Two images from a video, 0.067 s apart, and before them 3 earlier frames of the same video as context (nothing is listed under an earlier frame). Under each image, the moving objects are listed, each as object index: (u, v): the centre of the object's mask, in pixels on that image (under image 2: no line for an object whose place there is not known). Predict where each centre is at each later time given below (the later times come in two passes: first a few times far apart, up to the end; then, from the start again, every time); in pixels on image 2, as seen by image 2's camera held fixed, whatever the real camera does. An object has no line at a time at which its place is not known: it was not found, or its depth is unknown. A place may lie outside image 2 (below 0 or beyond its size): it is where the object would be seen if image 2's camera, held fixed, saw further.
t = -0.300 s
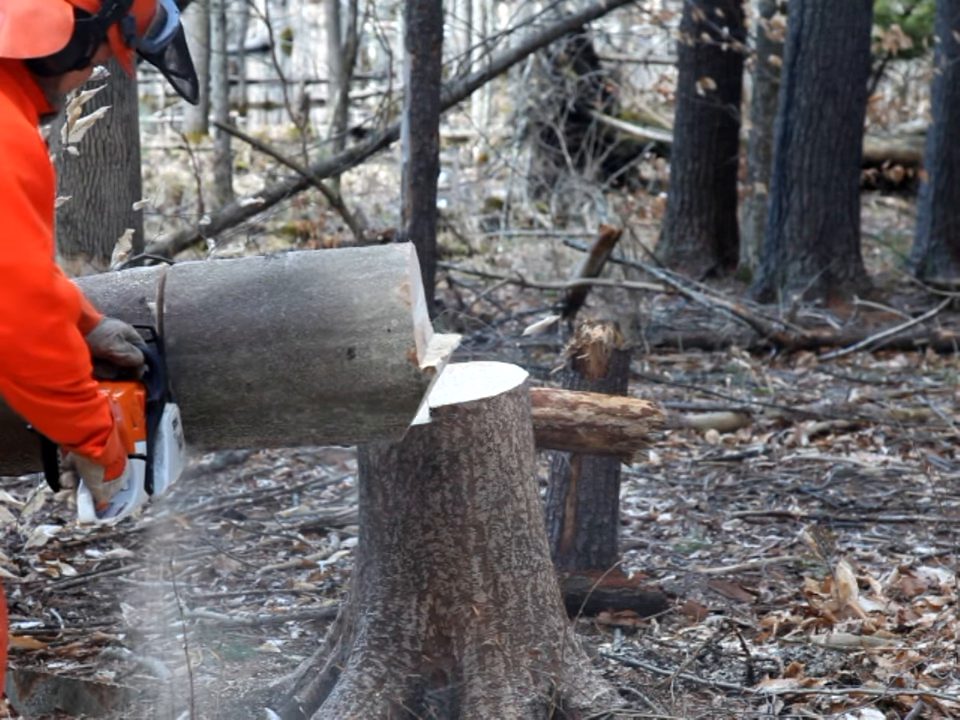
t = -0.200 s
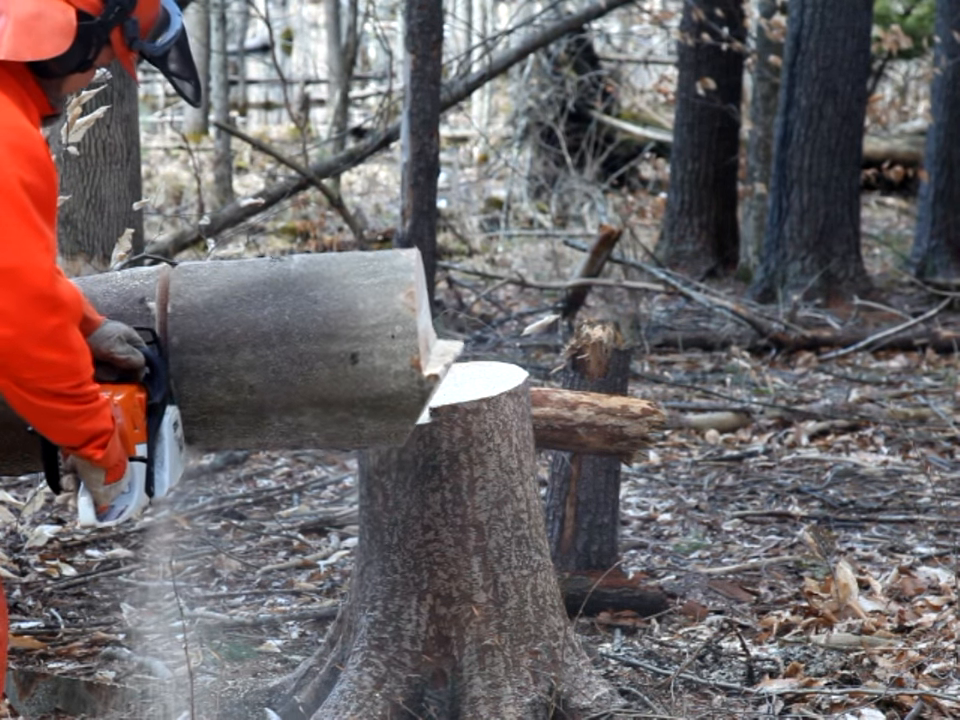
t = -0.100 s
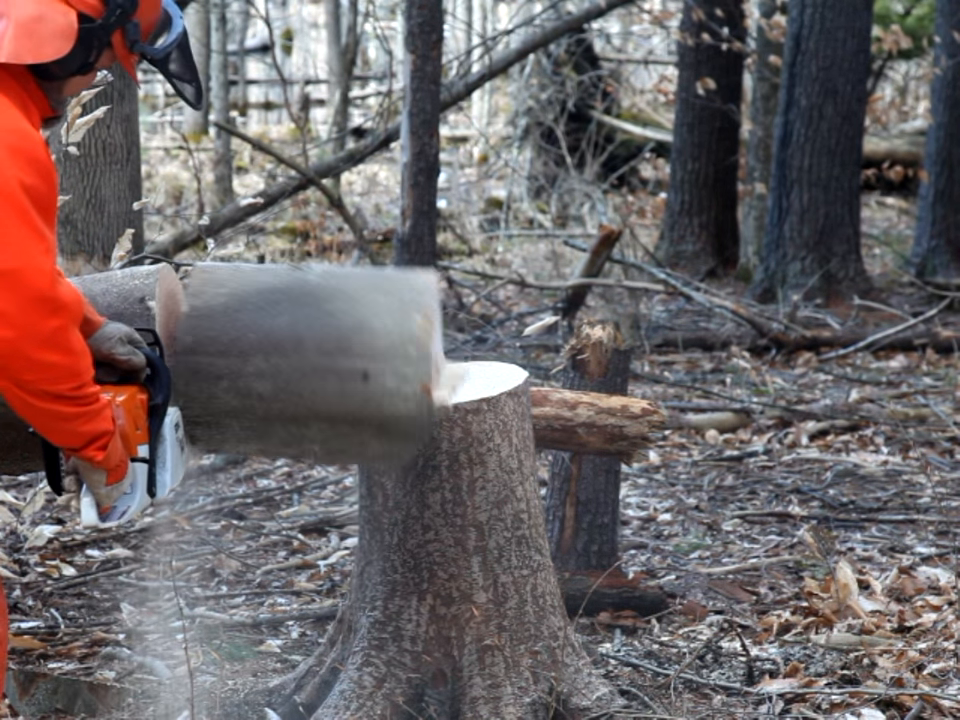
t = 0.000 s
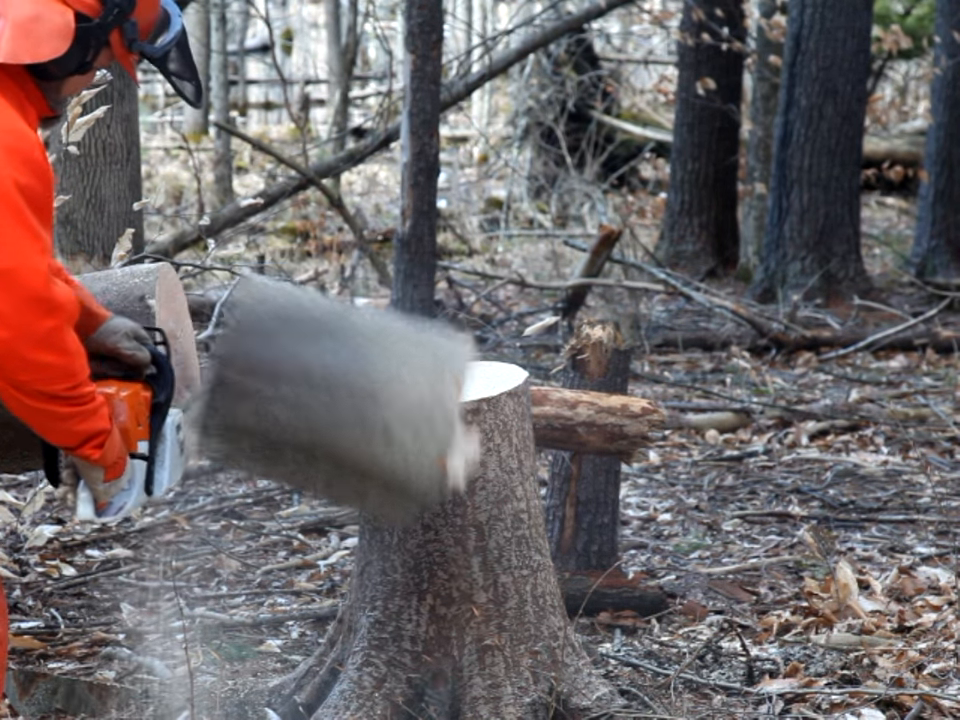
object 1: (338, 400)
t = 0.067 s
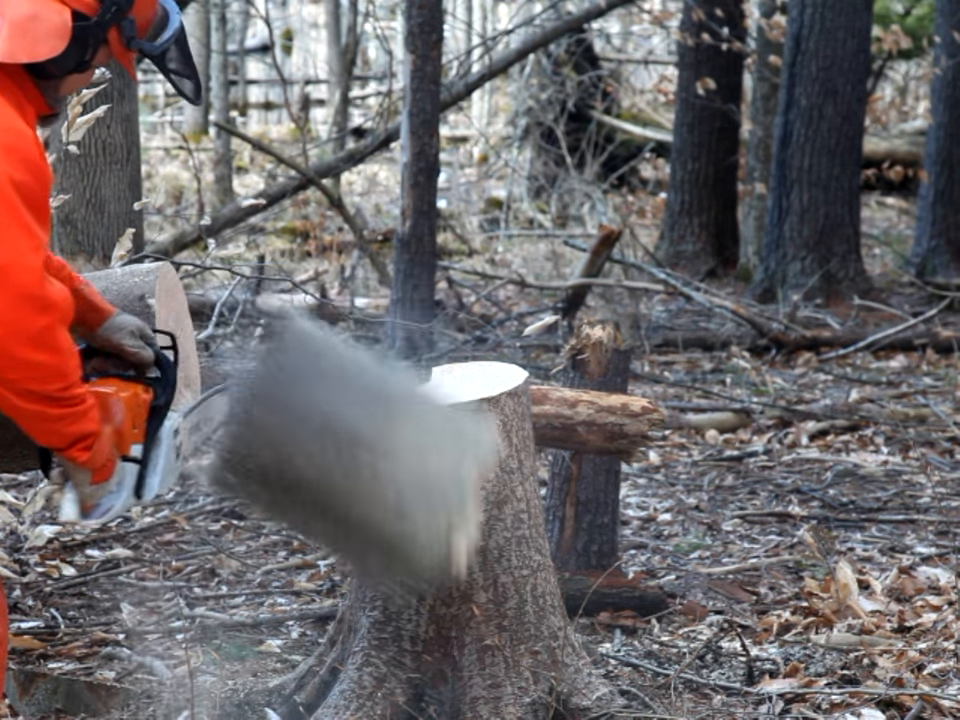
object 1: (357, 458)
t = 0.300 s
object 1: (368, 635)
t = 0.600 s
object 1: (317, 674)
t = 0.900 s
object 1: (285, 690)
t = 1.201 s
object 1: (289, 691)
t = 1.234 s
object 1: (290, 691)
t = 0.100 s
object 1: (365, 494)
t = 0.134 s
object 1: (384, 548)
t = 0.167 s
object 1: (383, 584)
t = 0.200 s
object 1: (384, 624)
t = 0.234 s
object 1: (377, 634)
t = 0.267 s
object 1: (373, 635)
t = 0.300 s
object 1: (368, 635)
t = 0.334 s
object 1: (363, 637)
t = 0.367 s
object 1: (359, 639)
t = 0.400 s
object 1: (353, 643)
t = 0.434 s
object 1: (344, 647)
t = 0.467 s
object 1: (339, 652)
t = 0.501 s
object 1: (334, 656)
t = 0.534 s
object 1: (326, 661)
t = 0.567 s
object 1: (322, 668)
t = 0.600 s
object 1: (317, 674)
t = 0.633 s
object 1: (319, 681)
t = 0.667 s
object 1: (325, 686)
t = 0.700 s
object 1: (312, 687)
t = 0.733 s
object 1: (299, 688)
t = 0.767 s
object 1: (293, 689)
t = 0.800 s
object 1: (291, 690)
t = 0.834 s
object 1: (286, 689)
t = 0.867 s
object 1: (285, 689)
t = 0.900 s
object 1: (285, 690)
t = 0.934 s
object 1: (287, 690)
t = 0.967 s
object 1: (289, 690)
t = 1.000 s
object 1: (290, 691)
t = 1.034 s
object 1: (290, 691)
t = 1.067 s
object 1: (290, 691)
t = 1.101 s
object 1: (290, 691)
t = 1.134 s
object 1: (290, 691)
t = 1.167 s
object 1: (290, 691)
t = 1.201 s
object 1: (289, 691)
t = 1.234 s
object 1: (290, 691)
